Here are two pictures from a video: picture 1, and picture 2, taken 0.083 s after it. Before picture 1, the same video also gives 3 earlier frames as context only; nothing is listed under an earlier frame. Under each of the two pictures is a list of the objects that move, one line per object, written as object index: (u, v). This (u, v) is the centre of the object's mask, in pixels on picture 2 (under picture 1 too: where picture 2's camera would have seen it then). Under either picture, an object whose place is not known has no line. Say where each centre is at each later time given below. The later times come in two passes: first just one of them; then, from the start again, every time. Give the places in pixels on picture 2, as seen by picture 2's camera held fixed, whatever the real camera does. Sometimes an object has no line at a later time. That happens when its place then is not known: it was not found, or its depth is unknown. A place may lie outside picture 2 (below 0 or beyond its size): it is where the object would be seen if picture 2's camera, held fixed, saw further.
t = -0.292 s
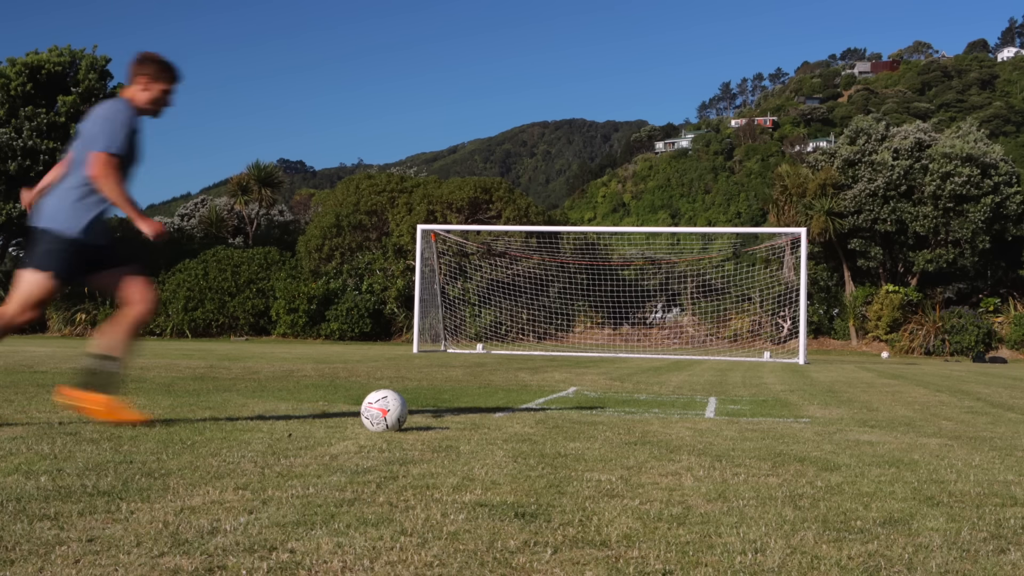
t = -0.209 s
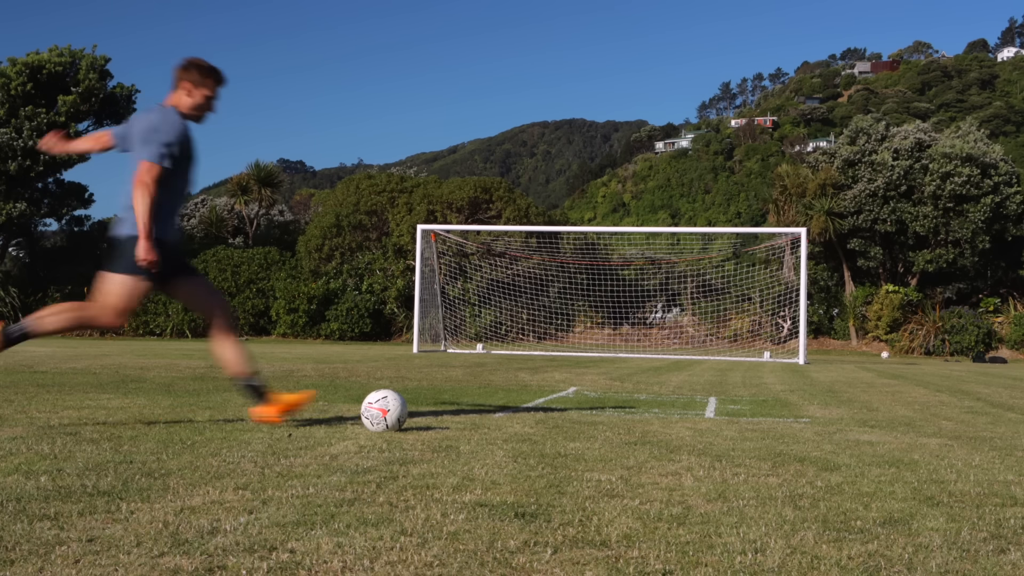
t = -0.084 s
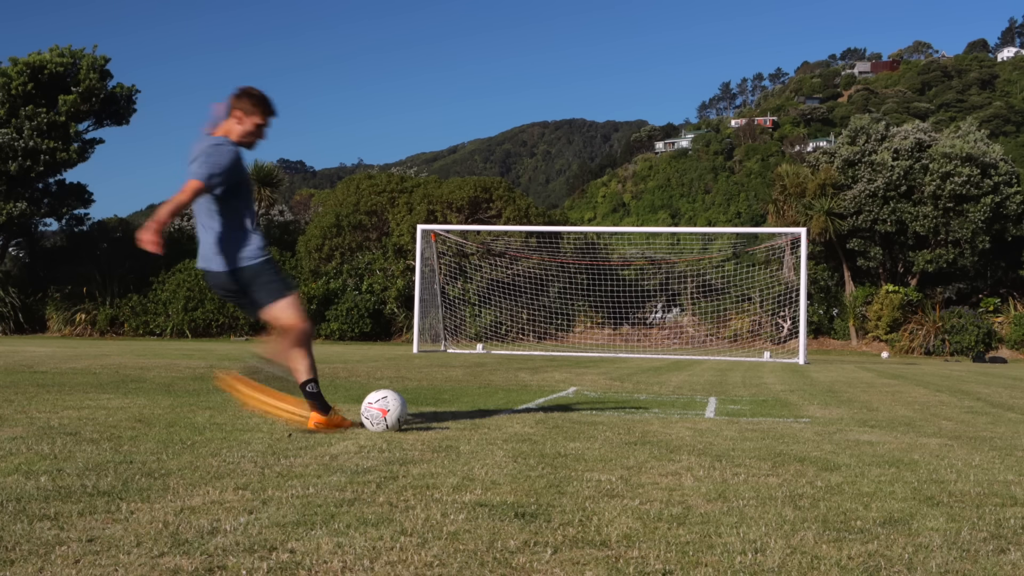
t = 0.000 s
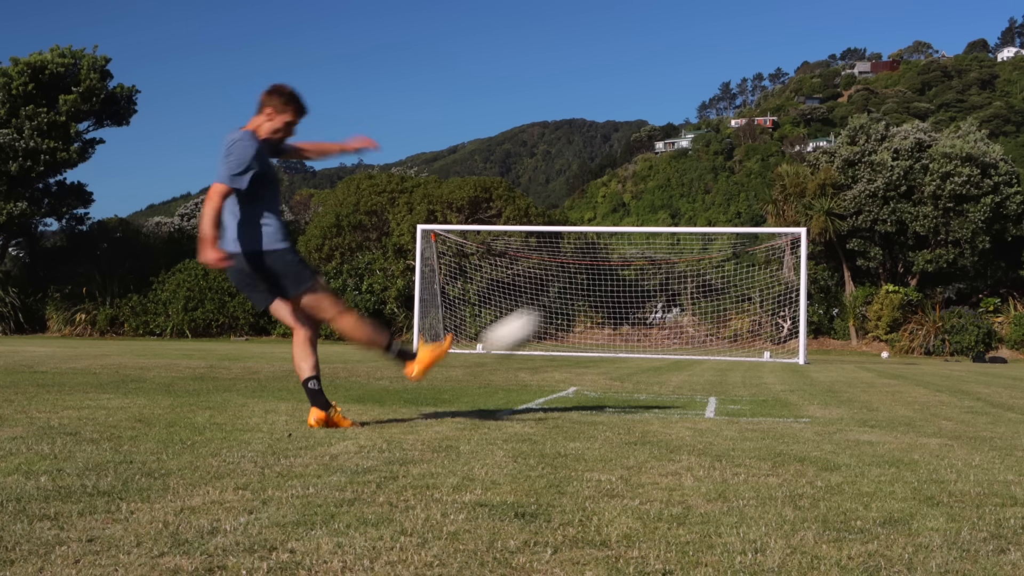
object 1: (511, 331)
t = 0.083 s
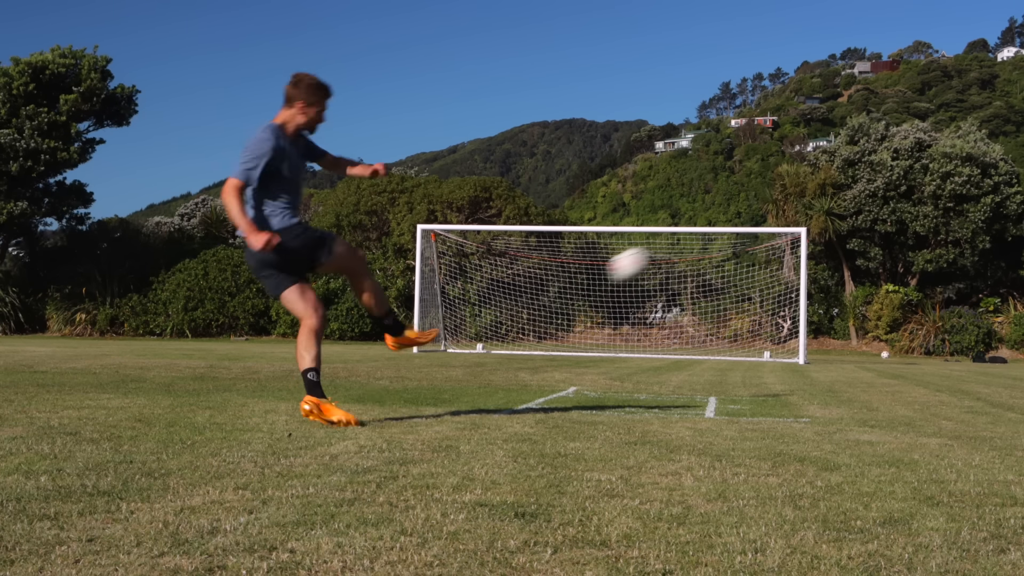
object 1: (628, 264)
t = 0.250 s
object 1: (736, 211)
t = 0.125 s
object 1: (666, 245)
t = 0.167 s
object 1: (694, 229)
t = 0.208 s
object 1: (717, 218)
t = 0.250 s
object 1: (736, 211)
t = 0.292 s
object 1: (749, 206)
